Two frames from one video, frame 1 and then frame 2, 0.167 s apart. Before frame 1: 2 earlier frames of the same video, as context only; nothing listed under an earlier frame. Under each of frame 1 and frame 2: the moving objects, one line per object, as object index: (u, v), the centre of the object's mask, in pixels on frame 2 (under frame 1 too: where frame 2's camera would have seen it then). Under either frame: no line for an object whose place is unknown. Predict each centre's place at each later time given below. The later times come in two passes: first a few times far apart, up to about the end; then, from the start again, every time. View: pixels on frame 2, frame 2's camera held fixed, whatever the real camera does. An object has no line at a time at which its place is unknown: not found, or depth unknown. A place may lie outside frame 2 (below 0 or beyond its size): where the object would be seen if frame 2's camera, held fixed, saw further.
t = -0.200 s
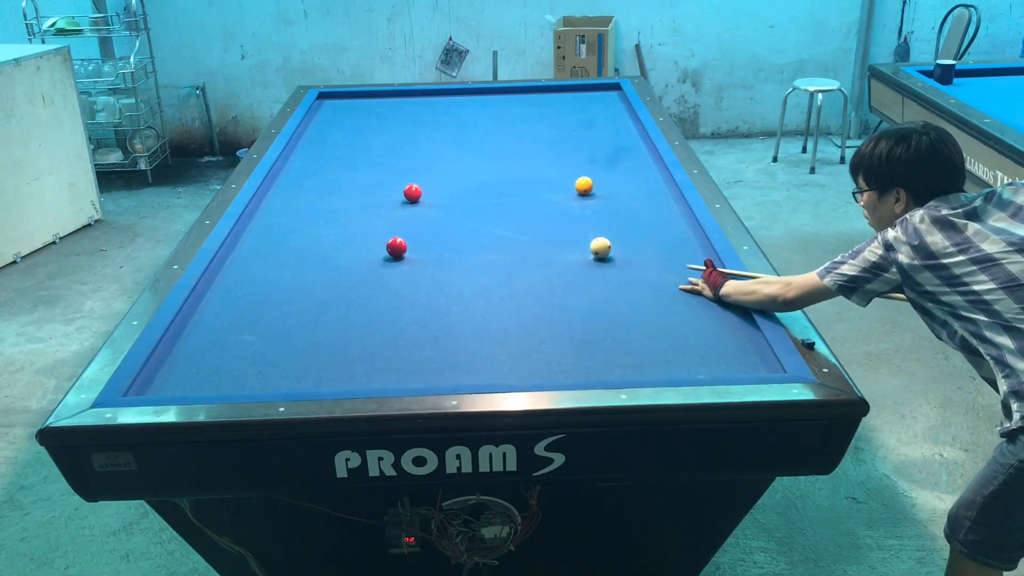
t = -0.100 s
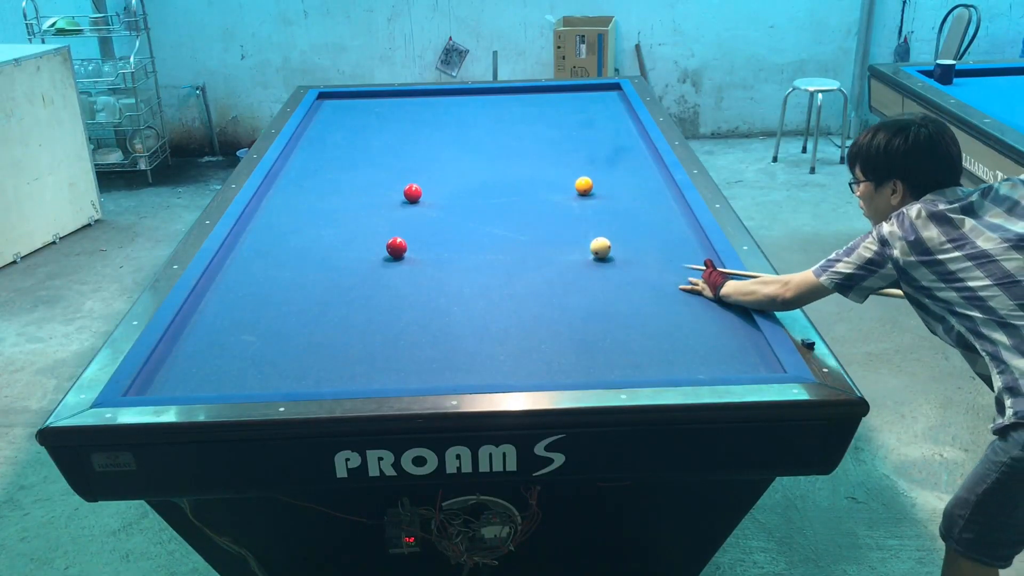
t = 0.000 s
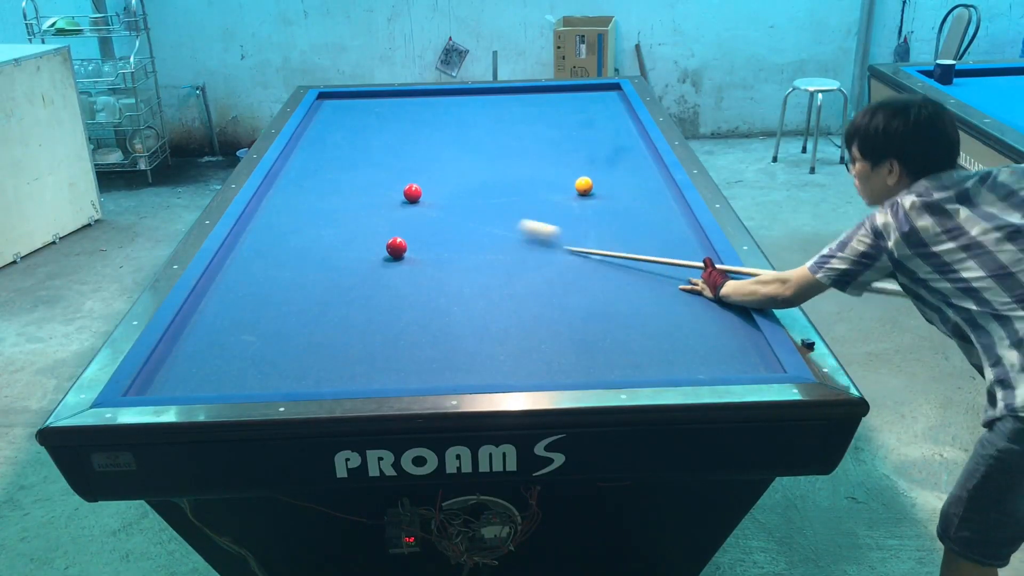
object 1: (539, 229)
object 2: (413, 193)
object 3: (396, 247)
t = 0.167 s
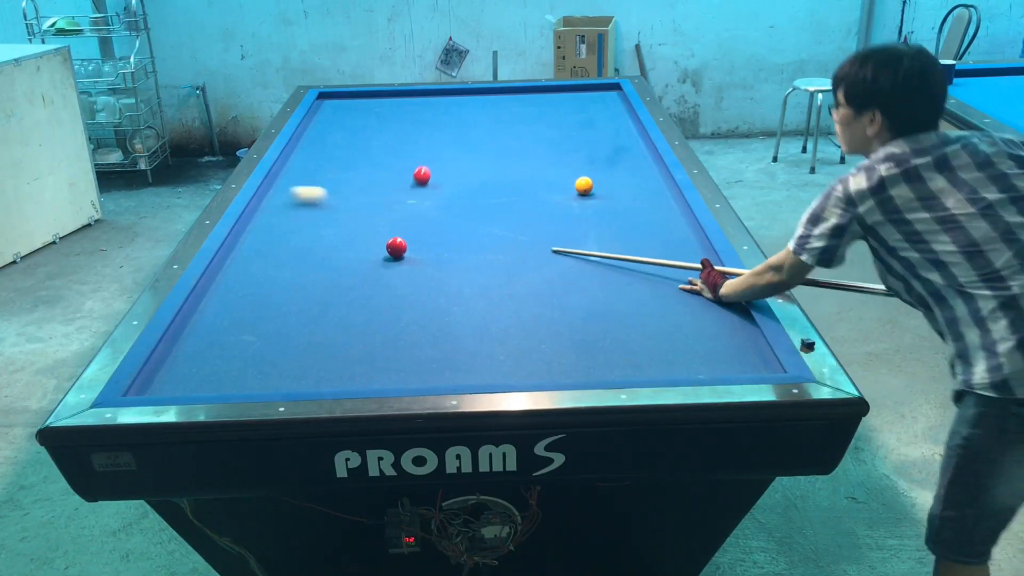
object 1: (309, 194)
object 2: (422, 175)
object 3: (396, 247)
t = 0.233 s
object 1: (290, 194)
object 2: (429, 162)
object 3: (396, 247)
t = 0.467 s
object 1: (505, 198)
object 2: (447, 128)
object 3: (396, 247)
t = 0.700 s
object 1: (671, 204)
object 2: (461, 102)
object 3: (396, 247)
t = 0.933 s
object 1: (548, 214)
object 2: (467, 98)
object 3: (396, 247)
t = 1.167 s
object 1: (449, 225)
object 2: (467, 113)
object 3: (396, 247)
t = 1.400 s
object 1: (349, 234)
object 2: (467, 128)
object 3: (396, 247)
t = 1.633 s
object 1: (244, 244)
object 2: (467, 144)
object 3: (396, 248)
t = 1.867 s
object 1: (290, 245)
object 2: (467, 162)
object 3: (396, 247)
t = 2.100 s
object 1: (346, 245)
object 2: (467, 182)
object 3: (396, 248)
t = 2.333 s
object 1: (384, 243)
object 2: (468, 203)
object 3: (413, 250)
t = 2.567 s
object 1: (401, 238)
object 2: (468, 228)
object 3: (441, 253)
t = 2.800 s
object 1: (417, 234)
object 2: (474, 249)
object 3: (463, 264)
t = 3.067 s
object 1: (433, 229)
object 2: (494, 259)
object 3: (479, 290)
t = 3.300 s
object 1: (447, 225)
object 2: (512, 268)
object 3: (495, 313)
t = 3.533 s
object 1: (459, 222)
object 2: (531, 277)
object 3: (513, 340)
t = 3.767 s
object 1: (471, 218)
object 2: (549, 286)
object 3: (532, 368)
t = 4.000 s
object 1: (482, 215)
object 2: (568, 295)
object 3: (545, 365)
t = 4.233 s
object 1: (493, 212)
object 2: (587, 304)
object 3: (553, 349)
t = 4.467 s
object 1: (502, 210)
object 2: (606, 313)
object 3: (561, 333)
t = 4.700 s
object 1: (511, 207)
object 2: (625, 322)
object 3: (567, 319)
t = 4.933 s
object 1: (520, 205)
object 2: (645, 332)
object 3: (574, 306)
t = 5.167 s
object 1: (527, 203)
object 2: (664, 340)
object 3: (580, 295)
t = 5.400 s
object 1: (534, 201)
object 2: (684, 350)
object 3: (586, 284)
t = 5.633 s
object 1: (541, 199)
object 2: (704, 359)
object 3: (591, 274)
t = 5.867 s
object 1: (547, 197)
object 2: (723, 365)
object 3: (595, 264)
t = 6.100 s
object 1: (552, 196)
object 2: (736, 366)
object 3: (600, 256)
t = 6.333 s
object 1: (557, 195)
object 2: (743, 363)
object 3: (604, 248)
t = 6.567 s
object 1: (561, 193)
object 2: (749, 360)
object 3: (608, 240)
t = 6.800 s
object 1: (564, 192)
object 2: (754, 356)
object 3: (612, 233)
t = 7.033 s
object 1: (567, 192)
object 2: (759, 351)
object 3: (615, 227)
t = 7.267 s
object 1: (570, 191)
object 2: (755, 349)
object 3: (619, 221)
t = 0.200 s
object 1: (268, 194)
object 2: (426, 169)
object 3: (396, 247)
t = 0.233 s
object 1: (290, 194)
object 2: (429, 162)
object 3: (396, 247)
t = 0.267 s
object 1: (323, 194)
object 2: (432, 157)
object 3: (396, 247)
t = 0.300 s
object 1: (355, 194)
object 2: (435, 151)
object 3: (396, 247)
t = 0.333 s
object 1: (386, 195)
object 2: (438, 146)
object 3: (396, 247)
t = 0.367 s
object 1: (417, 196)
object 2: (440, 141)
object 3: (396, 248)
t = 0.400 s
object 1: (447, 196)
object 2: (443, 136)
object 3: (396, 247)
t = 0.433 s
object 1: (476, 197)
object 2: (445, 132)
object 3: (396, 247)
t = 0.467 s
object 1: (505, 198)
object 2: (447, 128)
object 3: (396, 247)
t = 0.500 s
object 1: (533, 199)
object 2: (449, 124)
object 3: (396, 247)
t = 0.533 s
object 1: (560, 199)
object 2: (451, 120)
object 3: (396, 248)
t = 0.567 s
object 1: (588, 200)
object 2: (453, 116)
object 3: (396, 248)
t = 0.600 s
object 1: (614, 201)
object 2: (456, 113)
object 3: (396, 248)
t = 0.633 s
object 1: (640, 202)
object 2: (457, 109)
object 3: (396, 248)
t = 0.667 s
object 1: (666, 202)
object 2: (459, 106)
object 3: (396, 248)
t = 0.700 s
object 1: (671, 204)
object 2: (461, 102)
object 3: (396, 247)
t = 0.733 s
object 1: (651, 205)
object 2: (463, 99)
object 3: (396, 247)
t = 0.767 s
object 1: (632, 207)
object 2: (465, 95)
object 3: (396, 247)
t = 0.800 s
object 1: (613, 209)
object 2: (467, 92)
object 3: (396, 247)
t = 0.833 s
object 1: (596, 210)
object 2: (467, 91)
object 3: (396, 247)
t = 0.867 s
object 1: (579, 212)
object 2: (467, 93)
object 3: (396, 247)
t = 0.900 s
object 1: (563, 213)
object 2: (467, 96)
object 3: (396, 247)
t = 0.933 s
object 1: (548, 214)
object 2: (467, 98)
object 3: (396, 247)
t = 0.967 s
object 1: (533, 216)
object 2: (467, 101)
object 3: (396, 247)
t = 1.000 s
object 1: (519, 218)
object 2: (467, 103)
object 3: (396, 247)
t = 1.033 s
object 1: (505, 219)
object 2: (467, 105)
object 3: (396, 247)
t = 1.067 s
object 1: (491, 220)
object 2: (467, 107)
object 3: (396, 247)
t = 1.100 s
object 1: (477, 221)
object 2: (467, 109)
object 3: (396, 247)
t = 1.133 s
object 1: (463, 223)
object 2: (467, 111)
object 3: (396, 247)
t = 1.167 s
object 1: (449, 225)
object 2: (467, 113)
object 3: (396, 247)
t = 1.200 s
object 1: (435, 226)
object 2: (467, 115)
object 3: (396, 247)
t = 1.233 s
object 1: (421, 227)
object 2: (467, 117)
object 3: (396, 247)
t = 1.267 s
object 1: (407, 228)
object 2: (467, 119)
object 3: (396, 247)
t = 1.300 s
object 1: (392, 229)
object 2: (467, 121)
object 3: (396, 247)
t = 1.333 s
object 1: (378, 231)
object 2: (467, 123)
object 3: (396, 247)
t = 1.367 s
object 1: (363, 232)
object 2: (467, 125)
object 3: (396, 247)
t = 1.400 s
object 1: (349, 234)
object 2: (467, 128)
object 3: (396, 247)
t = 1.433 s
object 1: (334, 235)
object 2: (467, 130)
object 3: (396, 247)
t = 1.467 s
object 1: (319, 236)
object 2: (467, 132)
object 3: (396, 247)
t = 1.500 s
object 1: (304, 238)
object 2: (467, 134)
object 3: (396, 248)
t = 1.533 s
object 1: (290, 239)
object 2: (467, 137)
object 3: (396, 248)
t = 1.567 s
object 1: (275, 240)
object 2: (467, 139)
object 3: (396, 248)
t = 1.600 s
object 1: (260, 242)
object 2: (467, 141)
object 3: (396, 247)
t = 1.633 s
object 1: (244, 244)
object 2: (467, 144)
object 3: (396, 248)
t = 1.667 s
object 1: (232, 245)
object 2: (467, 146)
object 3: (396, 247)
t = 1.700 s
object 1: (243, 245)
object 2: (467, 149)
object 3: (396, 247)
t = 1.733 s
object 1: (254, 245)
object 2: (467, 151)
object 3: (396, 247)
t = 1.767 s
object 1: (264, 245)
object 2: (467, 154)
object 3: (396, 247)
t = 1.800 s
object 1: (274, 245)
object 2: (467, 156)
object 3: (396, 247)
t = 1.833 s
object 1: (282, 245)
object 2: (468, 159)
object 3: (396, 247)
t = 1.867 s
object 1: (290, 245)
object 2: (467, 162)
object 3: (396, 247)
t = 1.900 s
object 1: (298, 245)
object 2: (468, 164)
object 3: (396, 247)
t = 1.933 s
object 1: (306, 245)
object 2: (468, 167)
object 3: (396, 247)
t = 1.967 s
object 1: (315, 245)
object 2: (467, 170)
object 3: (396, 247)
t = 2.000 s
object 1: (322, 245)
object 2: (467, 173)
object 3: (396, 247)
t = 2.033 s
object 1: (331, 245)
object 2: (468, 176)
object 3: (396, 247)
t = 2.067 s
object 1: (338, 245)
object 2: (467, 178)
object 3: (396, 247)
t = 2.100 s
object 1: (346, 245)
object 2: (467, 182)
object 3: (396, 248)
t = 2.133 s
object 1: (355, 245)
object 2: (467, 185)
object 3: (396, 247)
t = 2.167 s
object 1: (363, 245)
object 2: (468, 188)
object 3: (396, 248)
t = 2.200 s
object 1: (370, 244)
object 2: (468, 191)
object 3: (396, 248)
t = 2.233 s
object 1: (377, 244)
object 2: (468, 194)
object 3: (397, 247)
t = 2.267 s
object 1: (380, 244)
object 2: (468, 197)
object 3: (403, 248)
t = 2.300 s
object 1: (382, 243)
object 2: (467, 200)
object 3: (408, 249)
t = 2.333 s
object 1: (384, 243)
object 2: (468, 203)
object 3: (413, 250)
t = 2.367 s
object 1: (387, 242)
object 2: (468, 207)
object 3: (417, 250)
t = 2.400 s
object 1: (389, 242)
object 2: (468, 210)
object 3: (421, 251)
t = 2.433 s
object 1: (392, 241)
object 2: (468, 214)
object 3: (425, 251)
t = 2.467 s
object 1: (394, 240)
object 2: (468, 217)
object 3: (429, 252)
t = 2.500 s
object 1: (396, 239)
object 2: (468, 221)
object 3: (433, 252)
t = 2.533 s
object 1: (399, 239)
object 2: (468, 225)
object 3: (437, 253)
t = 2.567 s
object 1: (401, 238)
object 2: (468, 228)
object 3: (441, 253)
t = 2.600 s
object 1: (403, 238)
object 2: (468, 232)
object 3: (445, 254)
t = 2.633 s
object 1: (405, 237)
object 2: (468, 236)
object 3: (449, 254)
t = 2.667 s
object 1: (408, 236)
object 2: (468, 240)
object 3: (453, 255)
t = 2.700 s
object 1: (410, 236)
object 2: (469, 243)
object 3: (457, 256)
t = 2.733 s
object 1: (412, 235)
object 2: (470, 245)
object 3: (461, 256)
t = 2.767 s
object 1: (414, 234)
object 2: (472, 247)
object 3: (462, 260)
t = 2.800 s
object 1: (417, 234)
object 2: (474, 249)
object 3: (463, 264)
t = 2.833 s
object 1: (418, 233)
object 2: (477, 250)
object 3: (464, 267)
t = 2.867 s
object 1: (421, 232)
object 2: (479, 252)
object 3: (466, 270)
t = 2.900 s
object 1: (423, 232)
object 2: (481, 253)
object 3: (468, 274)
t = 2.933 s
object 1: (425, 231)
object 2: (484, 254)
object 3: (470, 277)
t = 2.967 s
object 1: (427, 231)
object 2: (486, 256)
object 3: (472, 280)
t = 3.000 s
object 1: (429, 230)
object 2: (489, 257)
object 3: (475, 283)
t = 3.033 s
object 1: (431, 230)
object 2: (492, 258)
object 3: (477, 286)
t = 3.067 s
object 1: (433, 229)
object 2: (494, 259)
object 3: (479, 290)
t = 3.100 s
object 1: (435, 228)
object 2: (497, 261)
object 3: (481, 293)
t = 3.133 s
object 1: (437, 228)
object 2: (499, 262)
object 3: (483, 296)
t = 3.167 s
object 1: (439, 227)
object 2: (502, 263)
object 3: (486, 299)
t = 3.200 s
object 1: (441, 226)
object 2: (504, 264)
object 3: (488, 303)
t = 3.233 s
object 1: (443, 226)
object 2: (507, 266)
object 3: (490, 306)
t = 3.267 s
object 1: (445, 225)
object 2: (510, 267)
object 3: (493, 310)
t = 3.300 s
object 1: (447, 225)
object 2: (512, 268)
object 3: (495, 313)
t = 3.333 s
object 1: (448, 225)
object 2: (515, 270)
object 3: (497, 317)
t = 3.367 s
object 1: (451, 224)
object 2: (517, 271)
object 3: (500, 321)
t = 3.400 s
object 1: (452, 223)
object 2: (520, 272)
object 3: (502, 324)
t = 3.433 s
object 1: (454, 223)
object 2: (523, 273)
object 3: (505, 328)
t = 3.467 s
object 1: (456, 222)
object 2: (525, 275)
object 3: (507, 332)
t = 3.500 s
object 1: (458, 222)
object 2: (528, 276)
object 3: (510, 336)
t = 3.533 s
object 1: (459, 222)
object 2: (531, 277)
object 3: (513, 340)
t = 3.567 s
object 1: (461, 221)
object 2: (533, 278)
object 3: (515, 343)
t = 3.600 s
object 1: (463, 220)
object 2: (536, 280)
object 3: (518, 347)
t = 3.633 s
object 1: (465, 220)
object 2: (538, 281)
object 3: (521, 351)
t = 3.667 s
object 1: (466, 219)
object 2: (541, 282)
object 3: (524, 356)
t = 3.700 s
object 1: (468, 219)
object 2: (544, 284)
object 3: (526, 360)
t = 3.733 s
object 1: (470, 218)
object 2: (546, 285)
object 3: (529, 364)
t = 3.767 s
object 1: (471, 218)
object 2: (549, 286)
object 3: (532, 368)
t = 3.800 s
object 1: (473, 218)
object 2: (552, 287)
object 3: (535, 371)
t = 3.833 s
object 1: (475, 218)
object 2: (554, 289)
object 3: (538, 373)
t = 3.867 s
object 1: (476, 217)
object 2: (557, 290)
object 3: (540, 373)
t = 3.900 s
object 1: (478, 216)
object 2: (560, 291)
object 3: (541, 371)
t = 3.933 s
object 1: (479, 216)
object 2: (563, 293)
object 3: (542, 369)
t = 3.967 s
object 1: (481, 215)
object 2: (565, 294)
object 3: (544, 367)
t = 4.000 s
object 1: (482, 215)
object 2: (568, 295)
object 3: (545, 365)
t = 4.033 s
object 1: (484, 214)
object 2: (571, 296)
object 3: (546, 363)
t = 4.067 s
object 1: (486, 214)
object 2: (573, 298)
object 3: (547, 360)
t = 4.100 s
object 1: (487, 213)
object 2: (576, 299)
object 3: (548, 358)
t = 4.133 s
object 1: (488, 213)
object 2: (579, 301)
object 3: (550, 356)
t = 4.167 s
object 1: (490, 213)
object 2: (581, 302)
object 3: (551, 353)
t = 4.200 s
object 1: (491, 212)
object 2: (584, 303)
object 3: (552, 351)
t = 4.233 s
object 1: (493, 212)
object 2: (587, 304)
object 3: (553, 349)
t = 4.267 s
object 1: (494, 212)
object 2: (590, 306)
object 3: (554, 346)
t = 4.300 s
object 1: (495, 212)
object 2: (593, 307)
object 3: (555, 344)
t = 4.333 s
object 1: (497, 211)
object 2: (595, 308)
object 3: (556, 342)
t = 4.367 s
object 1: (498, 211)
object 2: (598, 309)
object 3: (558, 340)
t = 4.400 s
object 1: (500, 211)
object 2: (601, 311)
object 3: (558, 337)
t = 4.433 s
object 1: (501, 210)
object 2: (603, 312)
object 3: (560, 335)
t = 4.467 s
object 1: (502, 210)
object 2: (606, 313)
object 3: (561, 333)
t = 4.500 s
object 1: (504, 209)
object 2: (609, 315)
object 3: (562, 331)
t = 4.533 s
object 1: (505, 209)
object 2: (612, 316)
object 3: (563, 329)
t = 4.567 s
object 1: (506, 209)
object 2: (614, 317)
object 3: (563, 327)
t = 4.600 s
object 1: (508, 208)
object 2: (617, 318)
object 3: (565, 325)
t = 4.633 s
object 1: (509, 208)
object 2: (620, 319)
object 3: (566, 323)
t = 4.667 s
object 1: (510, 208)
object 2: (623, 321)
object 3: (567, 321)
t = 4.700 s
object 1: (511, 207)
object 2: (625, 322)
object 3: (567, 319)
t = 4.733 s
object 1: (513, 207)
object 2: (628, 324)
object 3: (568, 317)
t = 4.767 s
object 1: (514, 207)
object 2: (631, 325)
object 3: (569, 315)
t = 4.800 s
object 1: (515, 206)
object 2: (634, 326)
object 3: (570, 313)
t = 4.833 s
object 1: (516, 206)
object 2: (636, 328)
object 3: (571, 312)
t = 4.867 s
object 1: (517, 206)
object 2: (639, 329)
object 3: (572, 310)
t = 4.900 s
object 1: (518, 205)
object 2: (642, 330)
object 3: (573, 308)
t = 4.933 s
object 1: (520, 205)
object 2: (645, 332)
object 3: (574, 306)
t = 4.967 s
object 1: (521, 205)
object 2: (648, 332)
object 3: (575, 305)
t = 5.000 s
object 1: (522, 204)
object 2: (650, 334)
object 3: (576, 303)
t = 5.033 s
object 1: (523, 204)
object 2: (653, 335)
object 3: (577, 301)
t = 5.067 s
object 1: (524, 204)
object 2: (656, 337)
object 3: (577, 299)
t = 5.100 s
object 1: (525, 203)
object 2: (659, 338)
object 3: (578, 298)
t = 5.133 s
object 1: (526, 203)
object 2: (662, 339)
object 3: (579, 296)
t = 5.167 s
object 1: (527, 203)
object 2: (664, 340)
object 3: (580, 295)
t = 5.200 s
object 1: (529, 202)
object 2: (667, 342)
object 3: (581, 293)
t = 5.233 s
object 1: (529, 203)
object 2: (670, 343)
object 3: (582, 291)
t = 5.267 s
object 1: (530, 202)
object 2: (673, 344)
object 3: (582, 290)
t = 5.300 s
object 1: (532, 201)
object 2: (676, 346)
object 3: (583, 288)
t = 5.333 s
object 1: (533, 201)
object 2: (679, 347)
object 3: (584, 287)
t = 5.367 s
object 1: (533, 201)
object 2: (681, 348)
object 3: (585, 285)
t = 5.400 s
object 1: (534, 201)
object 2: (684, 350)
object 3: (586, 284)
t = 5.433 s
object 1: (536, 200)
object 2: (687, 351)
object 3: (586, 282)
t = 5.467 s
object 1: (536, 200)
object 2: (690, 352)
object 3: (587, 281)
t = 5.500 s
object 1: (537, 200)
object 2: (693, 353)
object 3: (588, 279)
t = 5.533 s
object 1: (538, 199)
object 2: (696, 355)
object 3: (588, 278)
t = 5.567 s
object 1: (539, 199)
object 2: (698, 356)
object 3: (589, 276)
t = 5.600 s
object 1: (540, 199)
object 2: (701, 357)
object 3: (590, 275)
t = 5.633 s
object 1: (541, 199)
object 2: (704, 359)
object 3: (591, 274)
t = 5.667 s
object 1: (542, 198)
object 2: (706, 360)
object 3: (591, 272)
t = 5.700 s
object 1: (543, 198)
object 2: (709, 361)
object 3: (592, 271)
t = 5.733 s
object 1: (543, 198)
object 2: (712, 362)
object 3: (593, 269)
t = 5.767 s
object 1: (544, 198)
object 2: (715, 363)
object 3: (593, 268)
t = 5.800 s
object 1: (545, 198)
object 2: (718, 364)
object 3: (594, 267)
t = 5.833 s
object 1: (546, 197)
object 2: (720, 364)
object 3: (595, 266)
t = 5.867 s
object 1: (547, 197)
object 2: (723, 365)
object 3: (595, 264)
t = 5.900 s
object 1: (547, 197)
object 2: (726, 366)
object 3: (596, 263)
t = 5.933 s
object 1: (548, 196)
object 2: (728, 366)
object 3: (597, 262)
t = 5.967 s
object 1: (549, 197)
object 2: (731, 367)
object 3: (597, 261)
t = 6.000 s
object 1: (550, 196)
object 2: (733, 367)
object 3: (598, 259)
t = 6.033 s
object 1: (550, 196)
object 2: (734, 366)
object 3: (599, 258)
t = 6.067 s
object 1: (551, 196)
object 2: (735, 366)
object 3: (599, 257)
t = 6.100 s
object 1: (552, 196)
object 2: (736, 366)
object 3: (600, 256)
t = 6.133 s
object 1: (553, 195)
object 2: (737, 365)
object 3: (601, 255)
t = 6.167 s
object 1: (553, 195)
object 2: (738, 365)
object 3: (601, 254)
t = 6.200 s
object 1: (554, 195)
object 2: (739, 364)
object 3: (602, 252)
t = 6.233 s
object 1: (555, 195)
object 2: (740, 364)
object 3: (602, 251)
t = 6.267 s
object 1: (555, 195)
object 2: (741, 363)
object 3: (603, 250)
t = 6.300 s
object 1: (556, 195)
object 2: (742, 363)
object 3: (604, 249)
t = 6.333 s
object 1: (557, 195)
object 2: (743, 363)
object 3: (604, 248)
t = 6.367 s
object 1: (557, 194)
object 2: (744, 362)
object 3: (605, 246)
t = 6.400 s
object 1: (558, 194)
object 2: (744, 362)
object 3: (605, 246)
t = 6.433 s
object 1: (559, 194)
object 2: (745, 361)
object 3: (606, 245)
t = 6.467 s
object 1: (559, 194)
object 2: (746, 361)
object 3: (606, 243)
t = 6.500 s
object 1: (560, 194)
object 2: (747, 360)
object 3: (607, 242)
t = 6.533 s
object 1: (560, 194)
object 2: (748, 360)
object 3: (608, 241)
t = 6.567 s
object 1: (561, 193)
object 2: (749, 360)
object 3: (608, 240)
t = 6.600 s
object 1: (561, 193)
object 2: (750, 359)
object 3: (609, 239)
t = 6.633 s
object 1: (562, 193)
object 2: (750, 359)
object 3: (609, 238)
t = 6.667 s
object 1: (562, 193)
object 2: (751, 358)
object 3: (610, 237)
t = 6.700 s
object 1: (563, 193)
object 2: (752, 357)
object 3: (610, 236)
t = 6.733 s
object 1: (563, 192)
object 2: (753, 357)
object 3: (611, 235)
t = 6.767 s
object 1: (564, 192)
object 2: (754, 357)
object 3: (611, 234)
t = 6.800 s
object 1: (564, 192)
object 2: (754, 356)
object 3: (612, 233)
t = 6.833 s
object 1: (565, 192)
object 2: (755, 354)
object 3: (612, 232)
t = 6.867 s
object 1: (565, 192)
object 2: (756, 354)
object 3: (613, 231)
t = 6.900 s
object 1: (566, 192)
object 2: (756, 353)
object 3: (613, 231)
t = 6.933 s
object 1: (566, 192)
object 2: (757, 353)
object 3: (614, 230)
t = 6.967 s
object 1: (567, 192)
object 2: (758, 352)
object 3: (614, 229)
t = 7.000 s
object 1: (567, 192)
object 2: (759, 352)
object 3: (615, 228)
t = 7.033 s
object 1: (567, 192)
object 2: (759, 351)
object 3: (615, 227)
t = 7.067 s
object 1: (568, 192)
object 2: (758, 351)
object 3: (616, 226)
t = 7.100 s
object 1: (568, 191)
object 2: (758, 350)
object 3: (616, 225)
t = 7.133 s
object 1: (568, 191)
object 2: (757, 350)
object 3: (617, 224)
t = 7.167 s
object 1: (569, 191)
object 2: (756, 350)
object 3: (617, 223)
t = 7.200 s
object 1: (569, 191)
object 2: (756, 350)
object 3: (618, 222)
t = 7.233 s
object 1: (570, 191)
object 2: (755, 350)
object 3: (618, 222)
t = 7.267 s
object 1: (570, 191)
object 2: (755, 349)
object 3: (619, 221)
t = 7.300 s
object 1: (570, 190)
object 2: (754, 349)
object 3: (619, 220)
